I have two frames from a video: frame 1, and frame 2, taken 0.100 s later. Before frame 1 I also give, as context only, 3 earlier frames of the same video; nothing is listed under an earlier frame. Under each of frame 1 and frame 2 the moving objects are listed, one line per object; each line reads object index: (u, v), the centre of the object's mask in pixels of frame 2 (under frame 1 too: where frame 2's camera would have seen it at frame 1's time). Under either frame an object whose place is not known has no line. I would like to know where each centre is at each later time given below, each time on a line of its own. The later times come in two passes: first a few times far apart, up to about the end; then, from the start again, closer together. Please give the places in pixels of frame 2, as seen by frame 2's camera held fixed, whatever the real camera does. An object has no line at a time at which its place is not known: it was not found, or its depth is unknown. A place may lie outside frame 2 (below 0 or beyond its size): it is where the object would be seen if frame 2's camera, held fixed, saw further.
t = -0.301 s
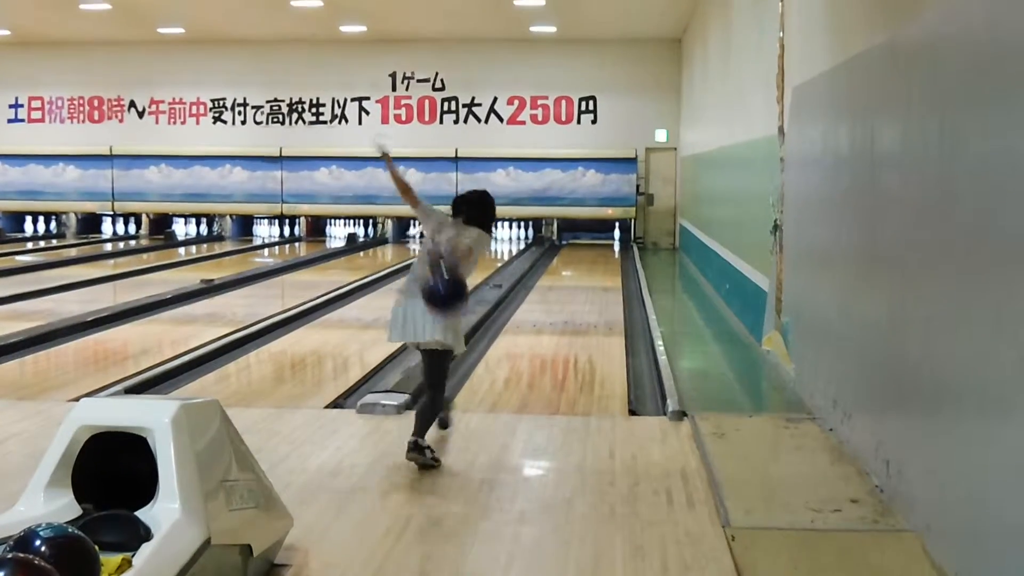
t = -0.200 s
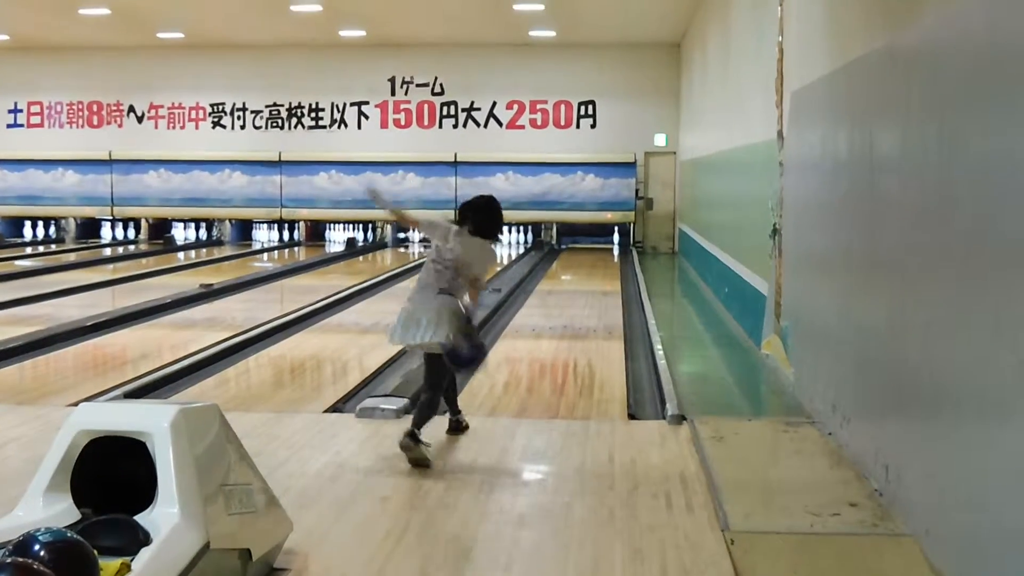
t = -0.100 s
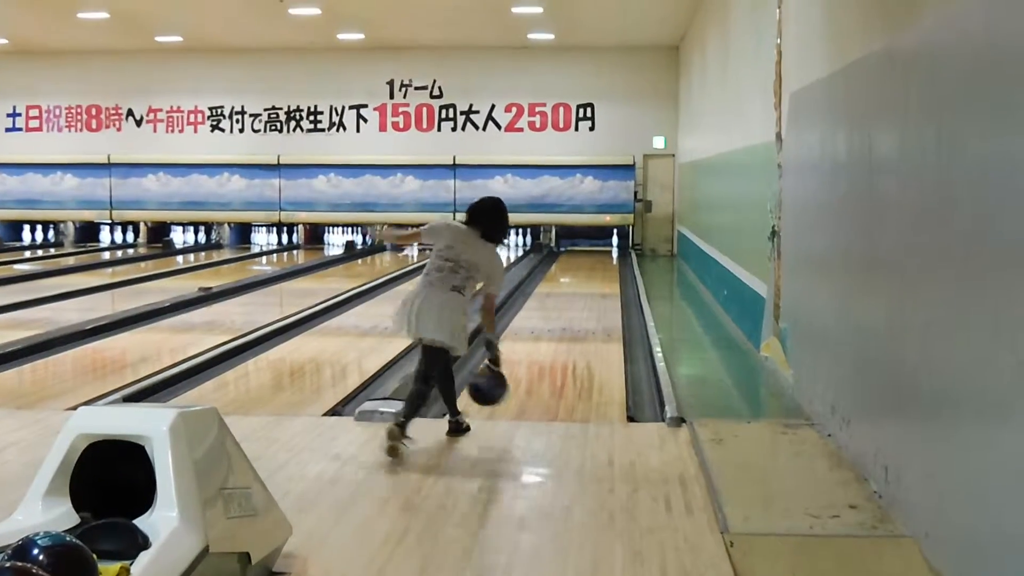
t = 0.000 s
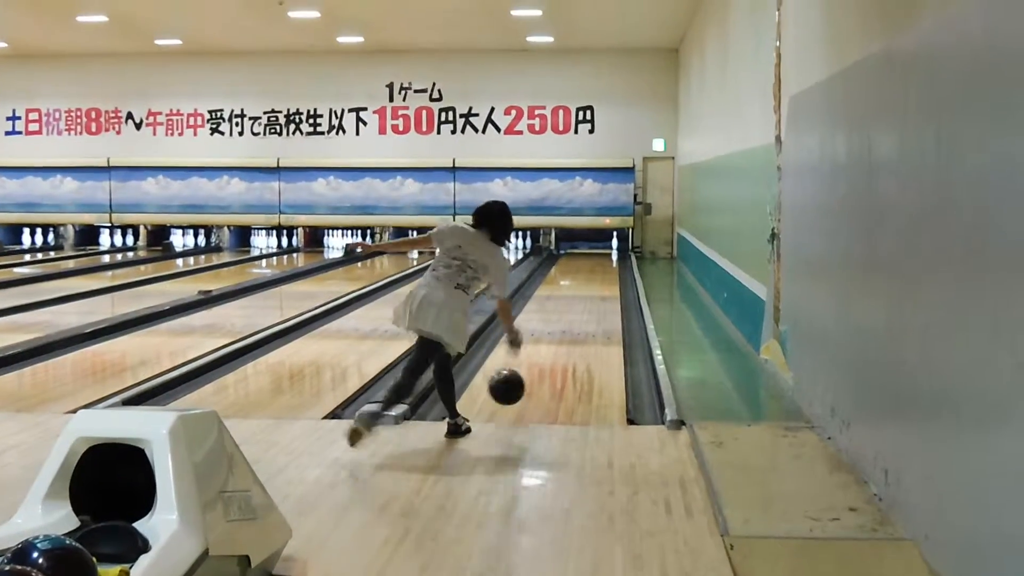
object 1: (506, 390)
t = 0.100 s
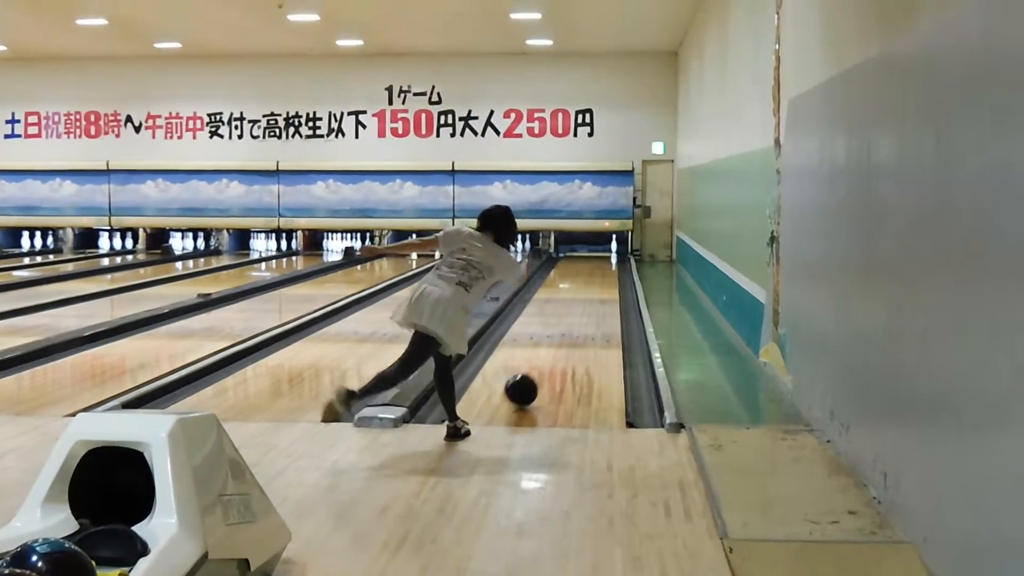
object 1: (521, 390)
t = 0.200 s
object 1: (534, 375)
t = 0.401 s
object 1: (553, 351)
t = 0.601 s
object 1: (568, 332)
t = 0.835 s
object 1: (582, 315)
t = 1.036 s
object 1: (591, 303)
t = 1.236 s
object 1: (598, 293)
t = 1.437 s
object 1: (605, 285)
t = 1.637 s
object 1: (610, 278)
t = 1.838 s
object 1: (614, 273)
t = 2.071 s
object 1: (618, 267)
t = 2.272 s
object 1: (621, 263)
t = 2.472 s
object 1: (622, 259)
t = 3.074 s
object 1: (627, 253)
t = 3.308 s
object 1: (627, 255)
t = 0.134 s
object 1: (525, 383)
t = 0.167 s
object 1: (530, 378)
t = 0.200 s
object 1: (534, 375)
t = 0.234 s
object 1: (537, 371)
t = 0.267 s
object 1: (540, 366)
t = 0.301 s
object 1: (544, 362)
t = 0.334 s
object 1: (547, 358)
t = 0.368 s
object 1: (550, 354)
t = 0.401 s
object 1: (553, 351)
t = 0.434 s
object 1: (556, 347)
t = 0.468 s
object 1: (558, 343)
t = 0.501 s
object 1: (561, 340)
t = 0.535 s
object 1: (563, 337)
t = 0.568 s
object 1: (566, 334)
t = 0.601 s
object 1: (568, 332)
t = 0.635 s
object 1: (570, 329)
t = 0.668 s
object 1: (572, 326)
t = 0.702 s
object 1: (574, 323)
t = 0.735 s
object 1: (576, 321)
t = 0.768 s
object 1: (578, 319)
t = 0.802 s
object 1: (580, 317)
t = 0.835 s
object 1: (582, 315)
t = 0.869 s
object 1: (583, 312)
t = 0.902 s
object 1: (585, 310)
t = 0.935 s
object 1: (587, 308)
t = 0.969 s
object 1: (588, 307)
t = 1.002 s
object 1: (590, 305)
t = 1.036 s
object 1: (591, 303)
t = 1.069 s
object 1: (592, 301)
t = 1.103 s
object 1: (593, 300)
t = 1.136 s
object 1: (595, 298)
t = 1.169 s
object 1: (596, 296)
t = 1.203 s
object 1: (597, 294)
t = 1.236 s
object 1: (598, 293)
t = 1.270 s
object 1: (599, 291)
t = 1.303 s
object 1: (601, 290)
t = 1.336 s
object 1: (602, 289)
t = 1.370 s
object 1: (602, 287)
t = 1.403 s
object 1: (604, 286)
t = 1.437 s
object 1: (605, 285)
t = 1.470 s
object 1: (606, 284)
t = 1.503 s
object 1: (607, 282)
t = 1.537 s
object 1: (607, 281)
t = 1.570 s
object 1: (608, 281)
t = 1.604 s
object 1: (609, 279)
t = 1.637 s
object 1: (610, 278)
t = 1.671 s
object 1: (612, 278)
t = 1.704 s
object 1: (612, 276)
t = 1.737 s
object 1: (612, 275)
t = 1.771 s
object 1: (613, 274)
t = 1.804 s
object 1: (614, 273)
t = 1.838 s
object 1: (614, 273)
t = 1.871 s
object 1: (614, 272)
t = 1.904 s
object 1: (615, 272)
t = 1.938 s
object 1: (617, 271)
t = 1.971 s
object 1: (617, 270)
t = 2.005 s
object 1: (617, 269)
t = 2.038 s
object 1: (617, 268)
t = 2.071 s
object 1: (618, 267)
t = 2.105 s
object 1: (618, 267)
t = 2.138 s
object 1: (620, 265)
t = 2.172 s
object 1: (621, 265)
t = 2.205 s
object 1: (621, 265)
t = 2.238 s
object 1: (621, 264)
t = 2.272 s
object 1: (621, 263)
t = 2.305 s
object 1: (621, 263)
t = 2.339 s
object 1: (621, 262)
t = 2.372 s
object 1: (621, 262)
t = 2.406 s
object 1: (621, 260)
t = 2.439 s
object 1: (621, 260)
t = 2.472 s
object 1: (622, 259)
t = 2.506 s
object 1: (623, 259)
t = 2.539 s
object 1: (622, 258)
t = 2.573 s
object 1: (624, 257)
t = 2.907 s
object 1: (627, 257)
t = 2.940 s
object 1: (626, 258)
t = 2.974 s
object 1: (627, 256)
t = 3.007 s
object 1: (628, 255)
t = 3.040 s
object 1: (628, 254)
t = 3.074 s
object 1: (627, 253)
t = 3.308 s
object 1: (627, 255)
